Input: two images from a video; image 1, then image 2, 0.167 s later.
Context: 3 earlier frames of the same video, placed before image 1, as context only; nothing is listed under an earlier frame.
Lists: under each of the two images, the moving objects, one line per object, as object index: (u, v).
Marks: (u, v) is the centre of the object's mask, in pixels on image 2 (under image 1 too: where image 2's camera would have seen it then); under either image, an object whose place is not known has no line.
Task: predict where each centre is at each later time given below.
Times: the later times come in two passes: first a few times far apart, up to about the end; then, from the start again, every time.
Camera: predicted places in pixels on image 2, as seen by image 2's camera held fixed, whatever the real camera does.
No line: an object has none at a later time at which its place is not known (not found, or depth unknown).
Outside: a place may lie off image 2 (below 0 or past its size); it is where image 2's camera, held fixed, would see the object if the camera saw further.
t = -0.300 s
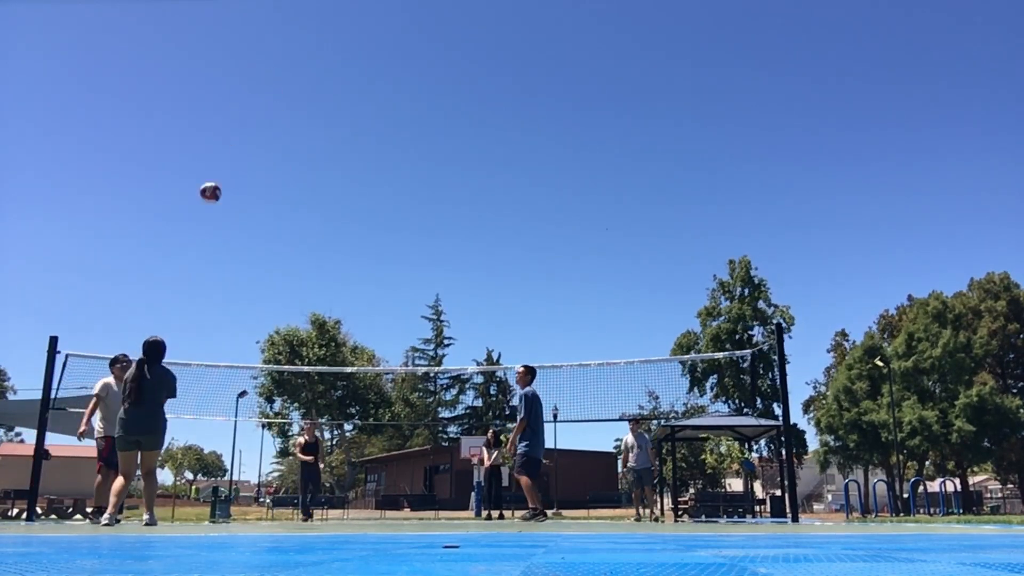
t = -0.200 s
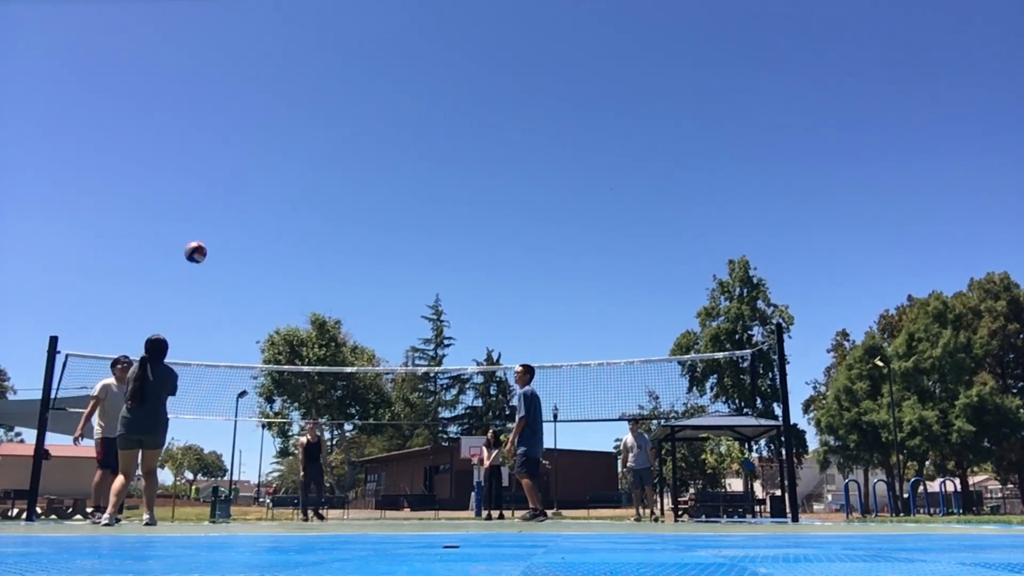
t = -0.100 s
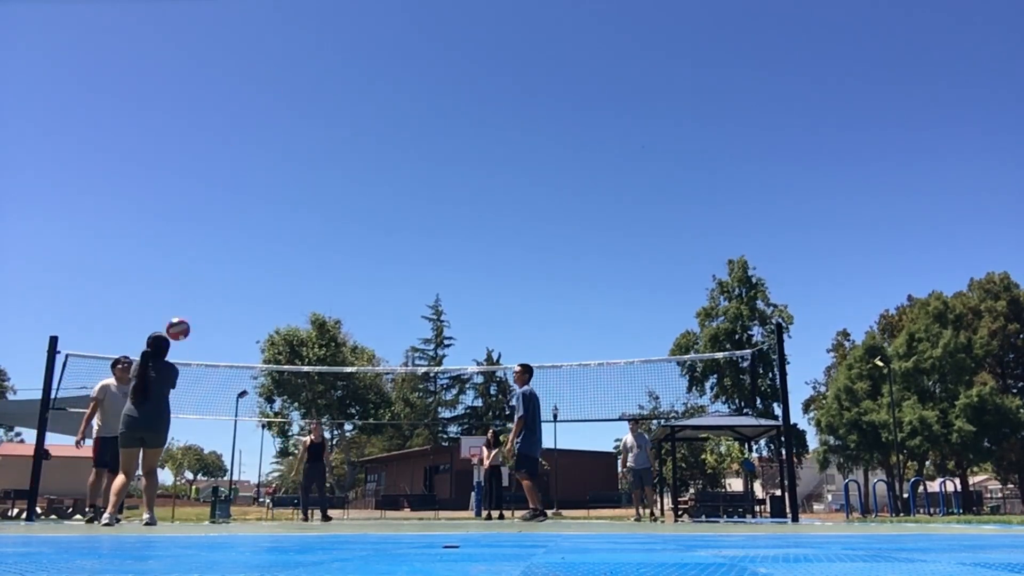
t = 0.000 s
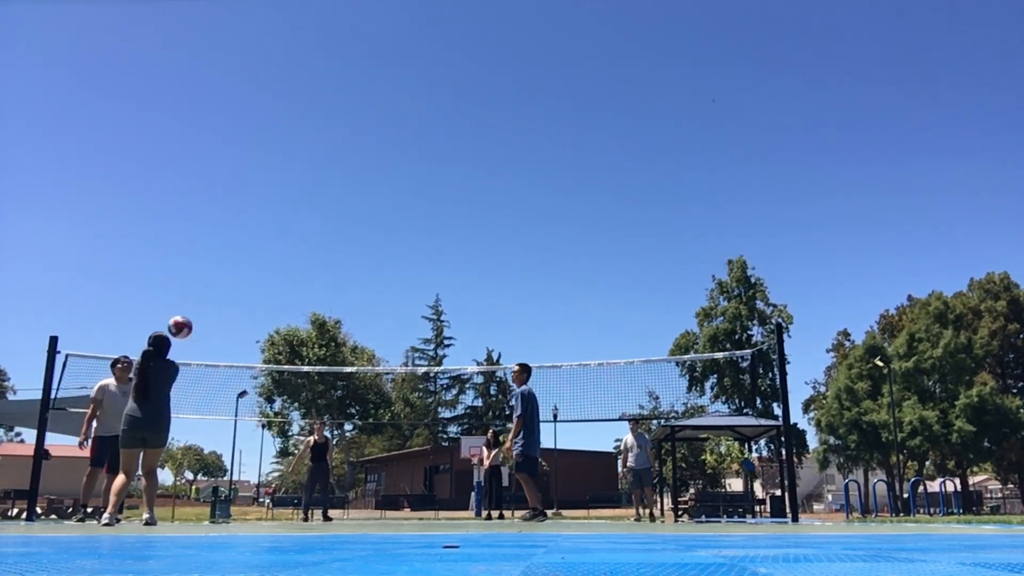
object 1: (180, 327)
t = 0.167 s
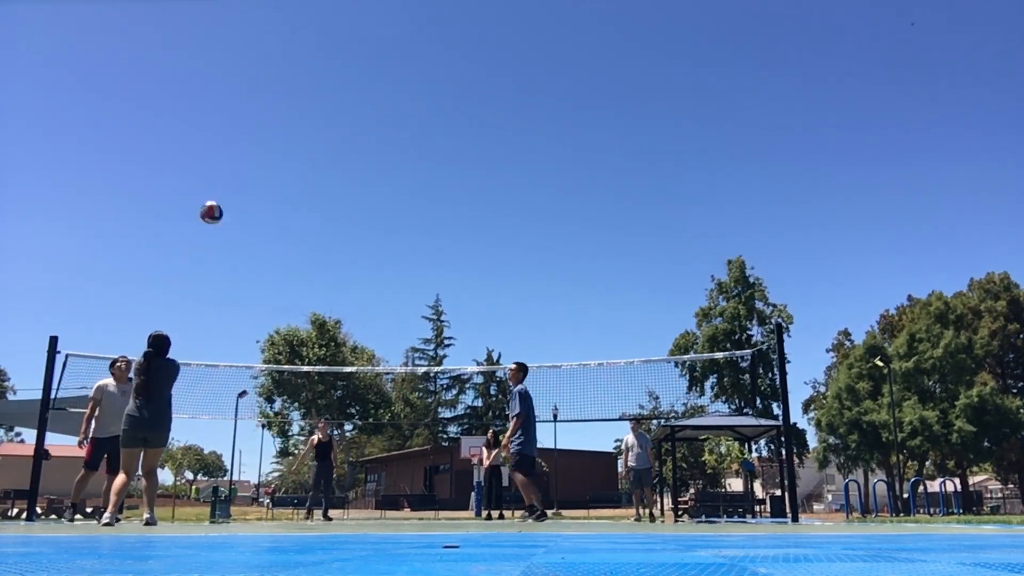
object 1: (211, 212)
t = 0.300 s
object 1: (232, 147)
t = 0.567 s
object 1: (267, 68)
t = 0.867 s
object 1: (296, 57)
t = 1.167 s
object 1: (314, 125)
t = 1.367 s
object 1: (322, 220)
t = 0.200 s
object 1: (216, 194)
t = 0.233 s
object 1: (222, 177)
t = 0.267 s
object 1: (227, 161)
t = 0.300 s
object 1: (232, 147)
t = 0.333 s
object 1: (237, 133)
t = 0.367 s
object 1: (241, 120)
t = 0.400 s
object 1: (246, 109)
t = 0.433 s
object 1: (250, 99)
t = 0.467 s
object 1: (254, 90)
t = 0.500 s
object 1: (258, 82)
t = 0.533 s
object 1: (263, 75)
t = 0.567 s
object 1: (267, 68)
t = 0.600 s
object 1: (270, 63)
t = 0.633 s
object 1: (274, 59)
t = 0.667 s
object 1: (278, 56)
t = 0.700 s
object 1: (281, 53)
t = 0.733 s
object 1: (285, 52)
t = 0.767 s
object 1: (288, 52)
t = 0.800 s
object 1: (290, 52)
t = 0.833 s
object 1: (293, 54)
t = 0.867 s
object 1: (296, 57)
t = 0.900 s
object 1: (298, 60)
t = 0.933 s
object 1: (300, 65)
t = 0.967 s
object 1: (303, 70)
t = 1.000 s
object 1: (305, 77)
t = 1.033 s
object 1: (307, 84)
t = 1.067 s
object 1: (309, 93)
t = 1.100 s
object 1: (310, 102)
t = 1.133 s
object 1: (312, 113)
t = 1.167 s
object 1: (314, 125)
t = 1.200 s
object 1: (315, 138)
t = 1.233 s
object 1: (317, 151)
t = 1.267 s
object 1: (319, 167)
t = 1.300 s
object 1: (320, 183)
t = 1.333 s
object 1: (321, 201)
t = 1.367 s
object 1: (322, 220)
